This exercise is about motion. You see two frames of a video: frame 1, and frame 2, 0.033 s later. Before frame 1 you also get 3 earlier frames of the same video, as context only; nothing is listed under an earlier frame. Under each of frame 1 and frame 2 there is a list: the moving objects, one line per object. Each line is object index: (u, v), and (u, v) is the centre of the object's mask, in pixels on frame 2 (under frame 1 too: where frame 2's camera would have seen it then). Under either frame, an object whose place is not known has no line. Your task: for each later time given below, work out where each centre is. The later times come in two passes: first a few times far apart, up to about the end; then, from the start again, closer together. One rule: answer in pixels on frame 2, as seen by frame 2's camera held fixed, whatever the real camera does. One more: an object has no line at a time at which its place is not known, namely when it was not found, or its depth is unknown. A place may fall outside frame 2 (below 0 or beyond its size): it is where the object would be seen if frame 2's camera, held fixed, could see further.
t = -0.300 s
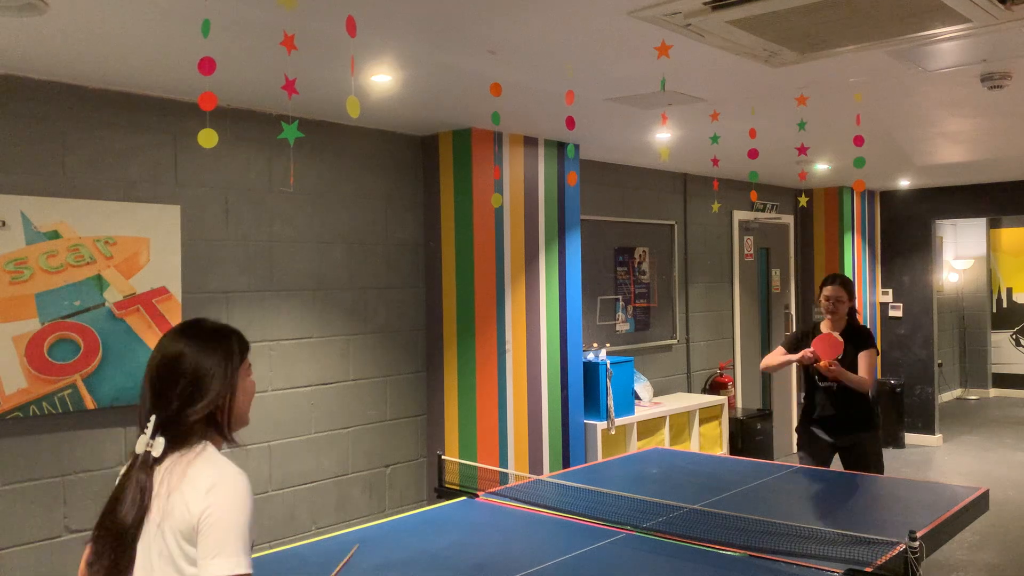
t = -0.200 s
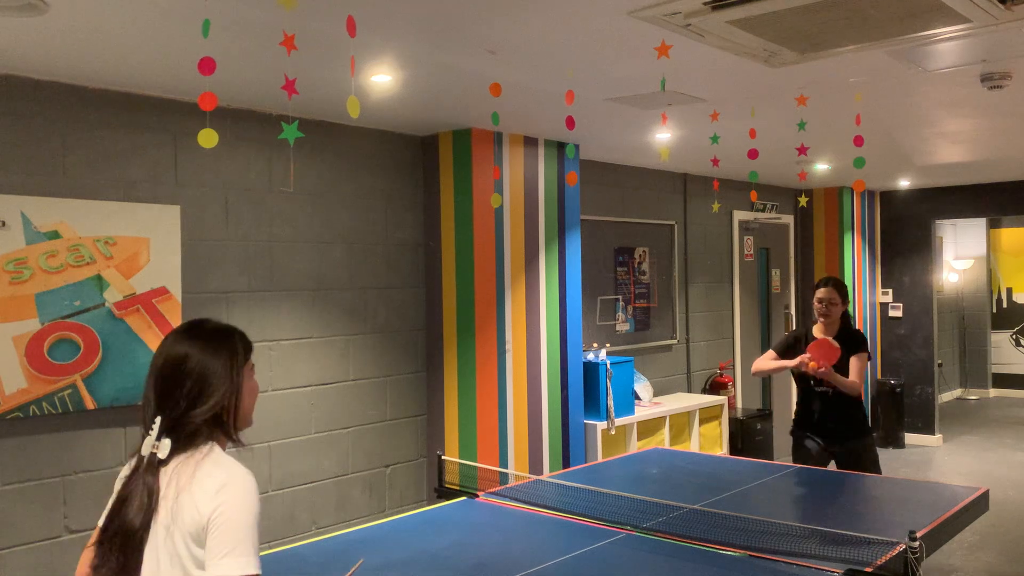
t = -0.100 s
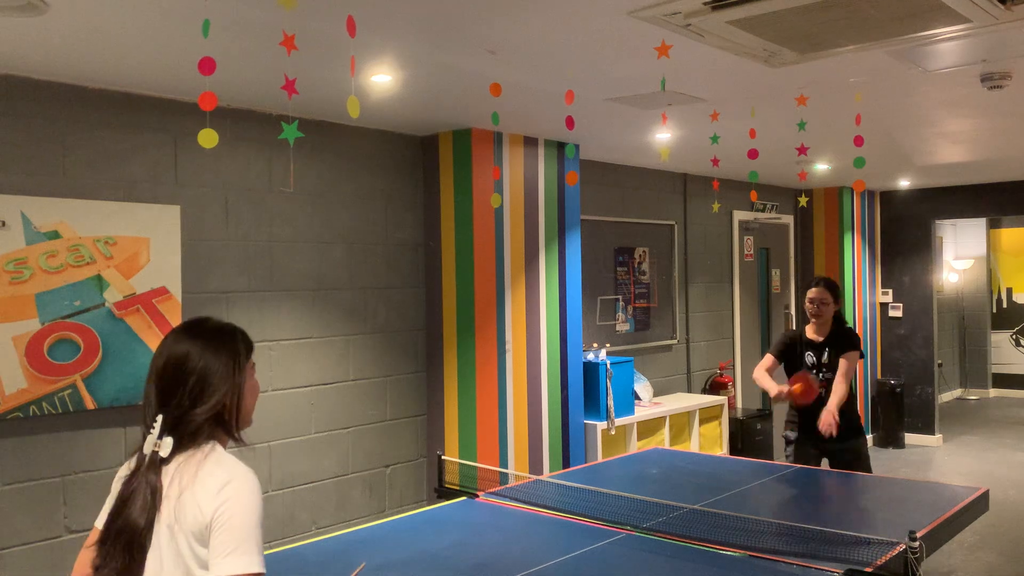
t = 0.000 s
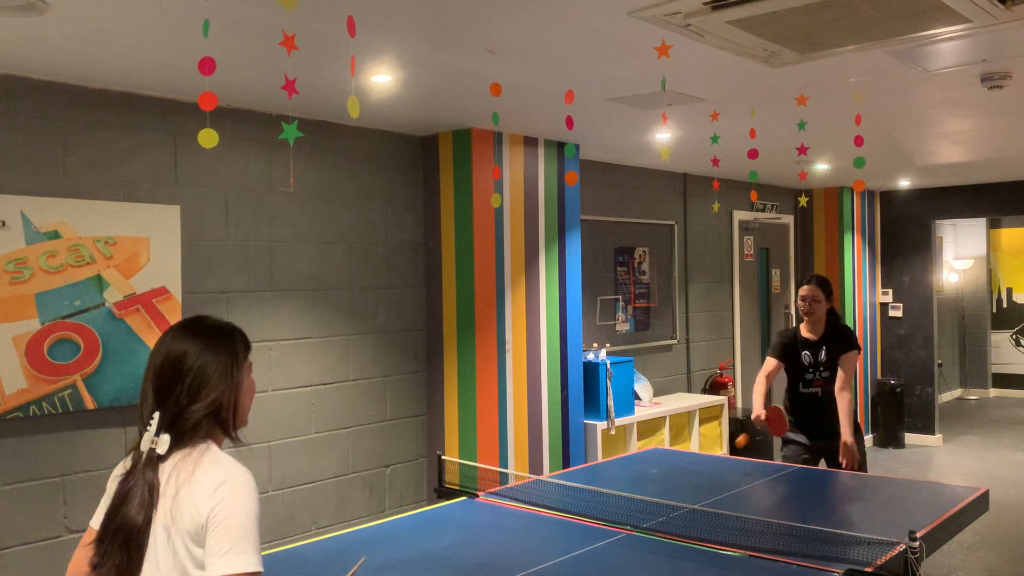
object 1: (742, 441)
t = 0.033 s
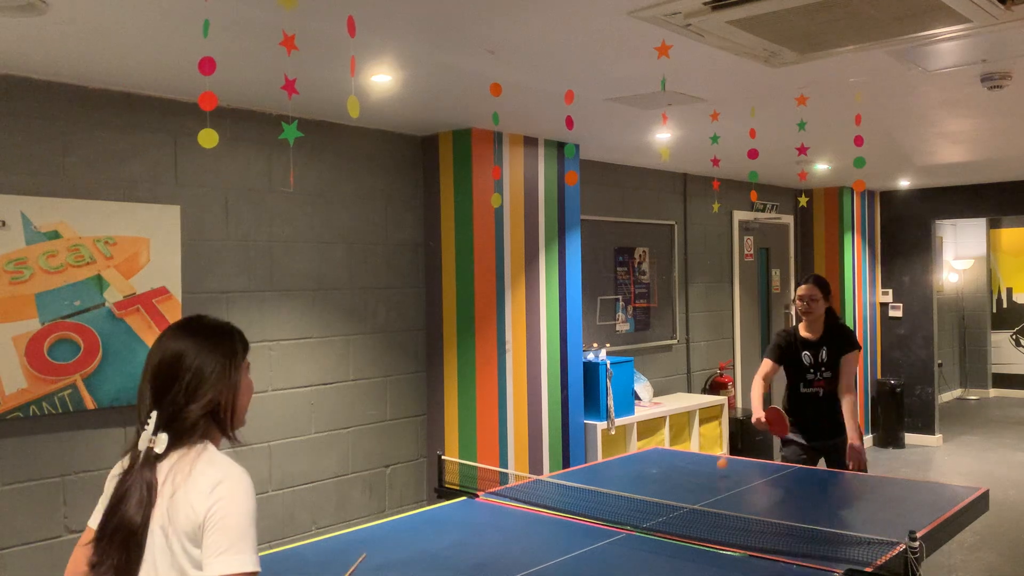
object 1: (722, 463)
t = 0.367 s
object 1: (531, 441)
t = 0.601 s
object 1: (374, 511)
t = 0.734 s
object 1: (291, 490)
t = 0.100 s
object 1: (685, 448)
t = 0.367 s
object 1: (531, 441)
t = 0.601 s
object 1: (374, 511)
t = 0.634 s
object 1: (355, 500)
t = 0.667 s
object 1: (333, 493)
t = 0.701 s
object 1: (311, 489)
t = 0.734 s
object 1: (291, 490)
